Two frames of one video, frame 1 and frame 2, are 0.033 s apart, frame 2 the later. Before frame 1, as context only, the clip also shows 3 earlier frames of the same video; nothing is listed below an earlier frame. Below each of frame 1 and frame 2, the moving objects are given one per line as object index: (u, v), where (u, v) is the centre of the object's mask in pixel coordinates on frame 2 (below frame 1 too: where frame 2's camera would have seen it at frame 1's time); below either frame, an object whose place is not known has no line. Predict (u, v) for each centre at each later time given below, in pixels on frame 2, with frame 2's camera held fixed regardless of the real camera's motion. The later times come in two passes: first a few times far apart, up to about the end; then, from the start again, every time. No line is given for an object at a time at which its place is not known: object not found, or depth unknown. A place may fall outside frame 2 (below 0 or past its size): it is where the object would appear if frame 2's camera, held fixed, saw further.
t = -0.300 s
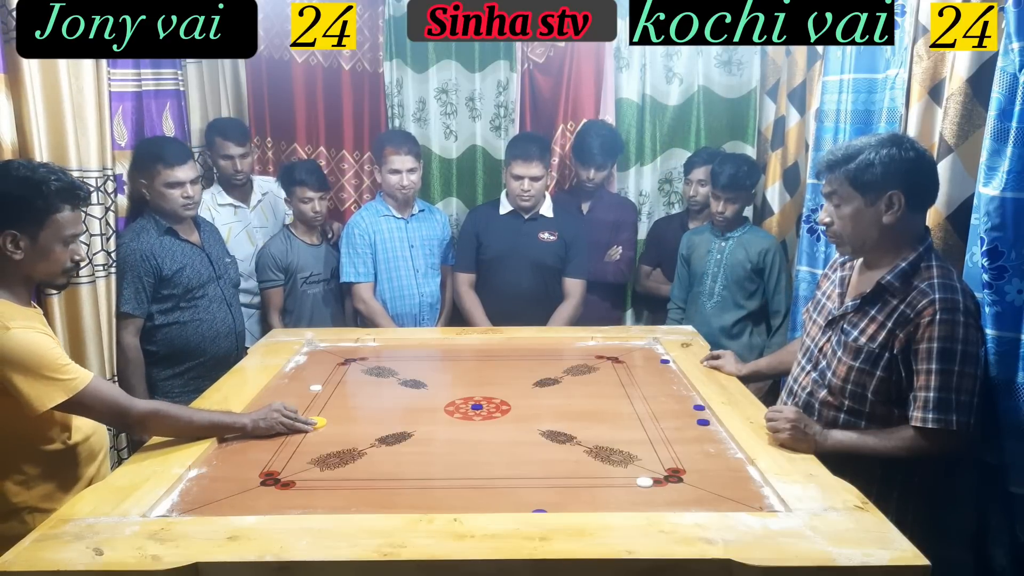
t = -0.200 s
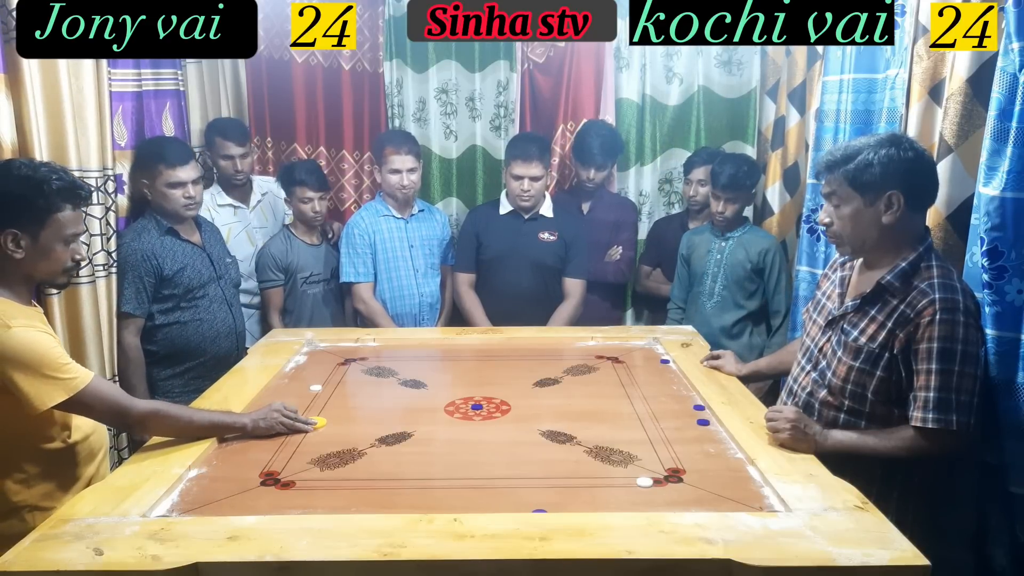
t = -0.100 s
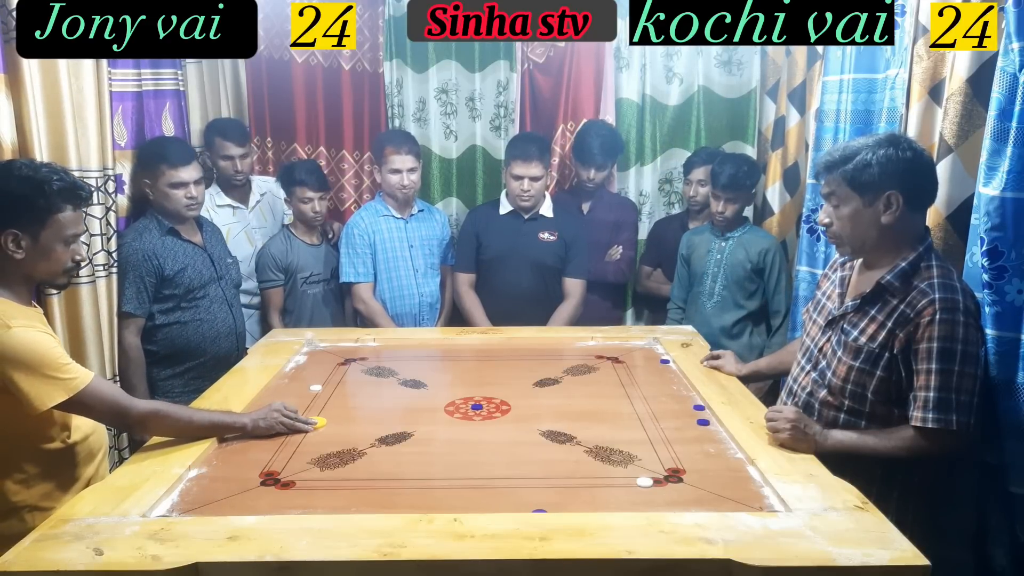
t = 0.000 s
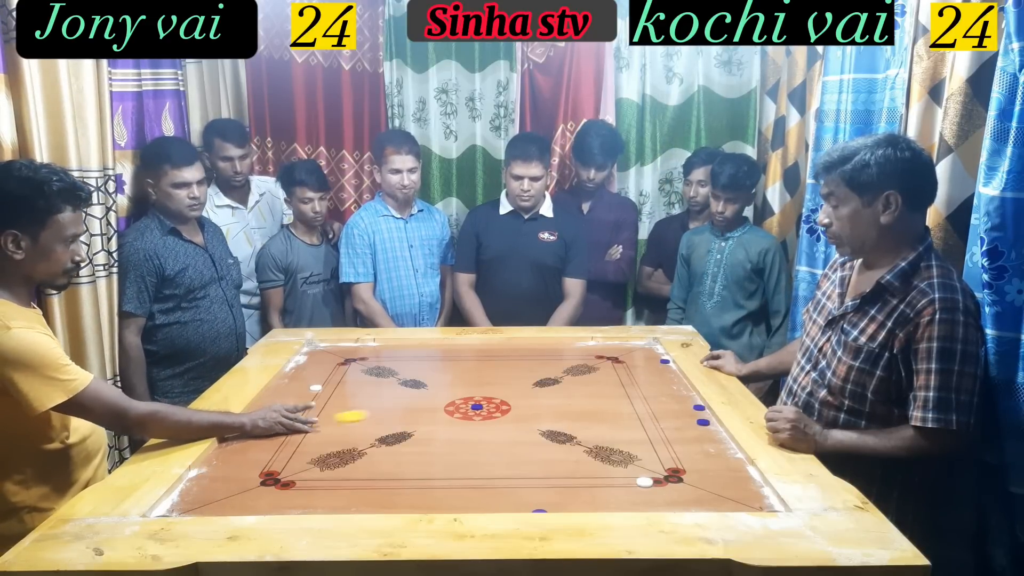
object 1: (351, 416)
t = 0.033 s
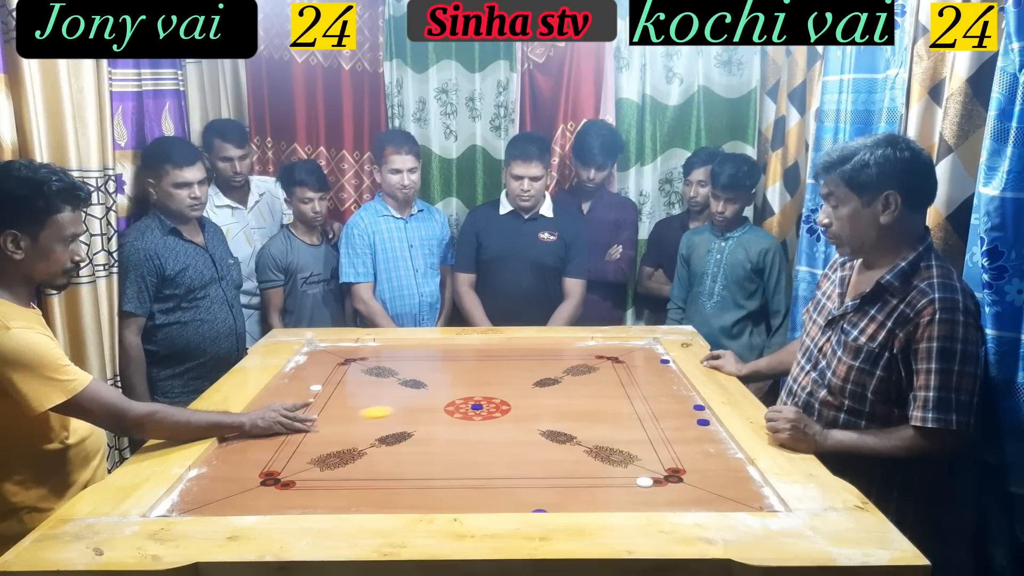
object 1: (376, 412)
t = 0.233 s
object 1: (507, 390)
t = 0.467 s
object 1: (621, 371)
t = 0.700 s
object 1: (651, 363)
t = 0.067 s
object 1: (401, 408)
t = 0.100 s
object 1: (424, 404)
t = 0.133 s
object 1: (446, 401)
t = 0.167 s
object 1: (468, 397)
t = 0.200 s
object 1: (488, 394)
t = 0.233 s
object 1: (507, 390)
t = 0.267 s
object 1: (525, 387)
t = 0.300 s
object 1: (542, 384)
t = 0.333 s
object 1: (558, 381)
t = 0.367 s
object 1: (576, 379)
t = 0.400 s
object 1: (592, 376)
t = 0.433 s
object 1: (606, 374)
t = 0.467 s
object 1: (621, 371)
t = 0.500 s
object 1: (635, 369)
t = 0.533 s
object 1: (648, 367)
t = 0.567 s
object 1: (660, 365)
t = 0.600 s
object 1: (660, 364)
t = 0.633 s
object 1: (656, 364)
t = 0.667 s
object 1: (653, 363)
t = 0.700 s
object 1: (651, 363)
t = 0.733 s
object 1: (648, 362)
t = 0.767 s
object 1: (646, 362)
